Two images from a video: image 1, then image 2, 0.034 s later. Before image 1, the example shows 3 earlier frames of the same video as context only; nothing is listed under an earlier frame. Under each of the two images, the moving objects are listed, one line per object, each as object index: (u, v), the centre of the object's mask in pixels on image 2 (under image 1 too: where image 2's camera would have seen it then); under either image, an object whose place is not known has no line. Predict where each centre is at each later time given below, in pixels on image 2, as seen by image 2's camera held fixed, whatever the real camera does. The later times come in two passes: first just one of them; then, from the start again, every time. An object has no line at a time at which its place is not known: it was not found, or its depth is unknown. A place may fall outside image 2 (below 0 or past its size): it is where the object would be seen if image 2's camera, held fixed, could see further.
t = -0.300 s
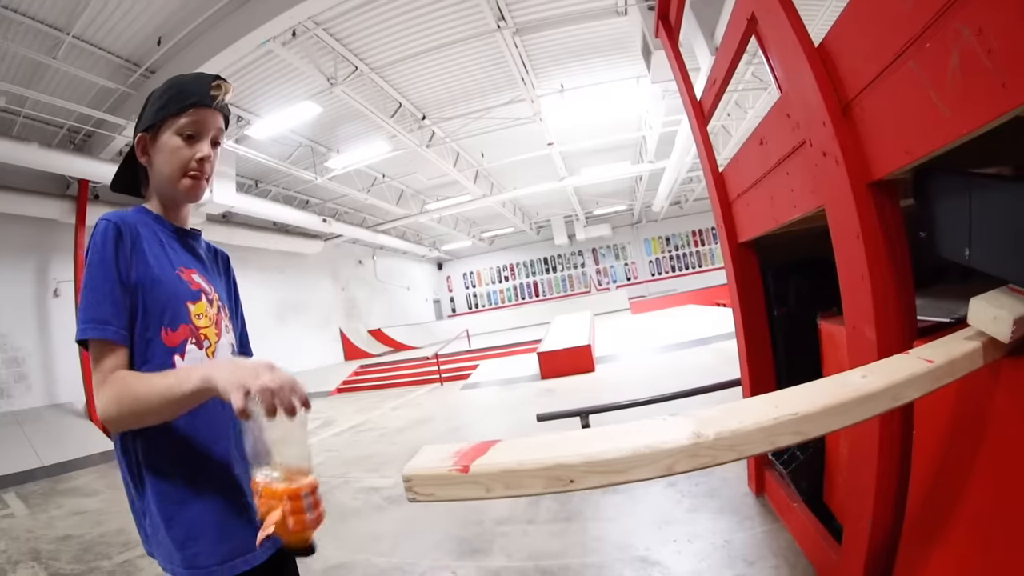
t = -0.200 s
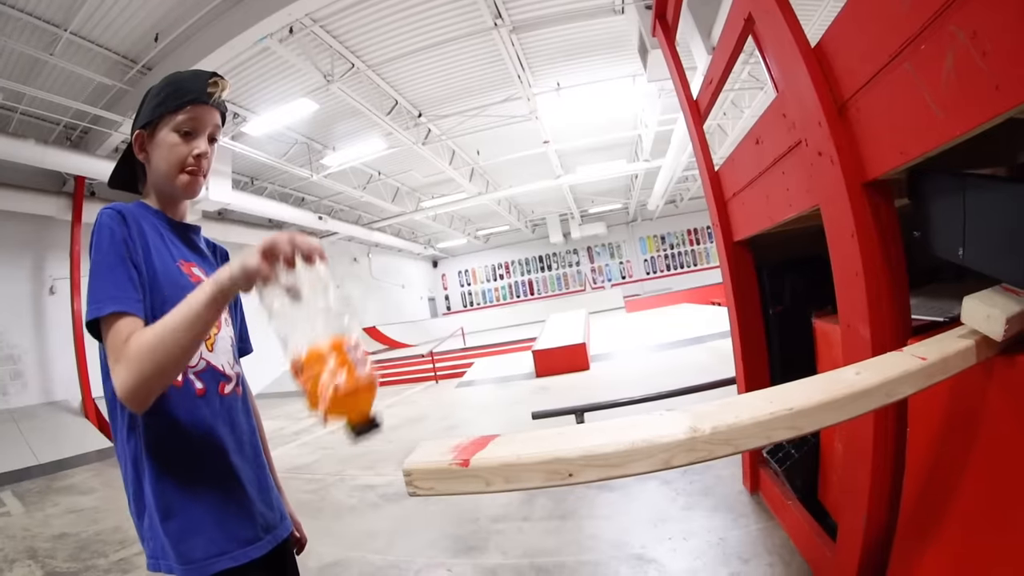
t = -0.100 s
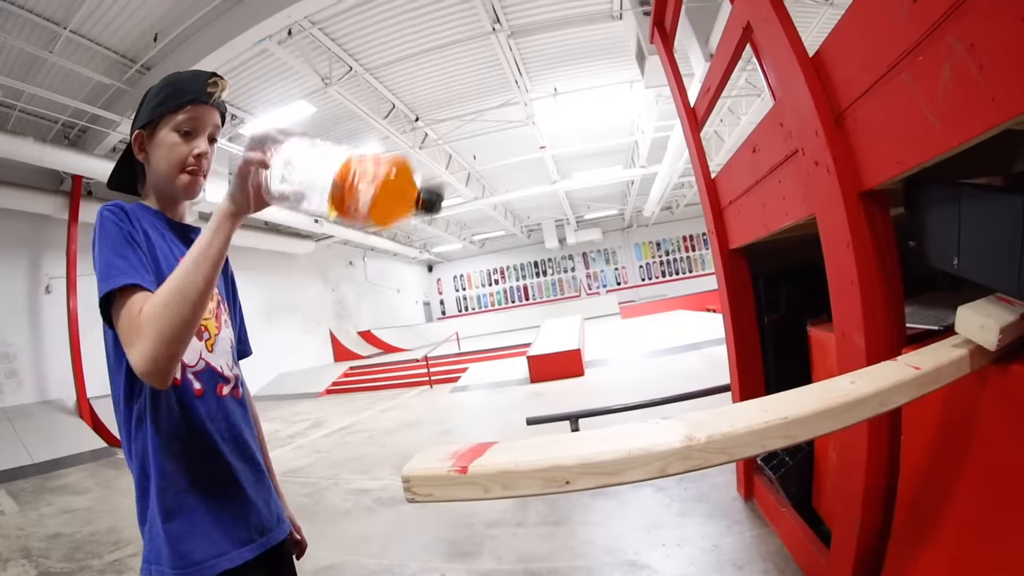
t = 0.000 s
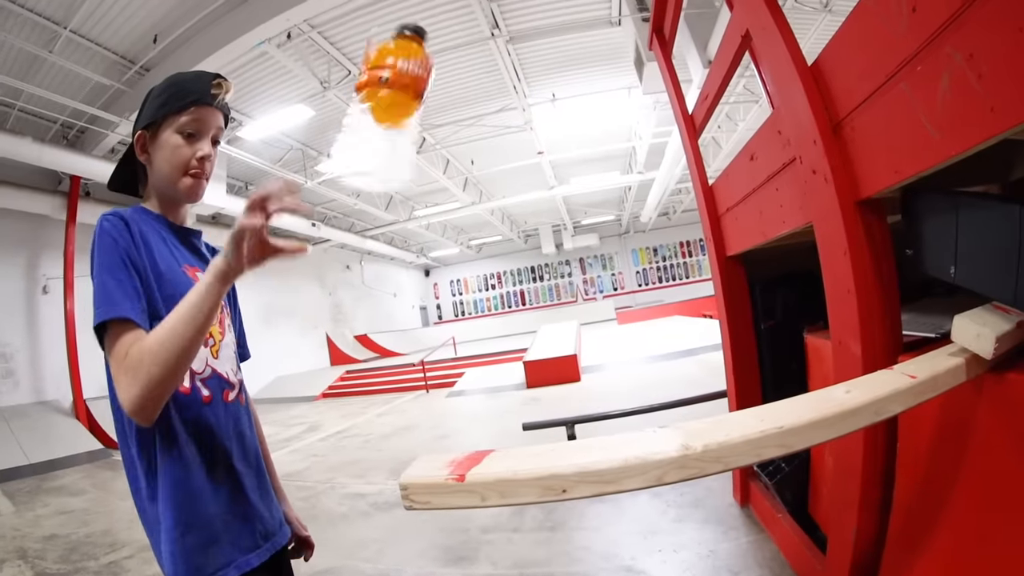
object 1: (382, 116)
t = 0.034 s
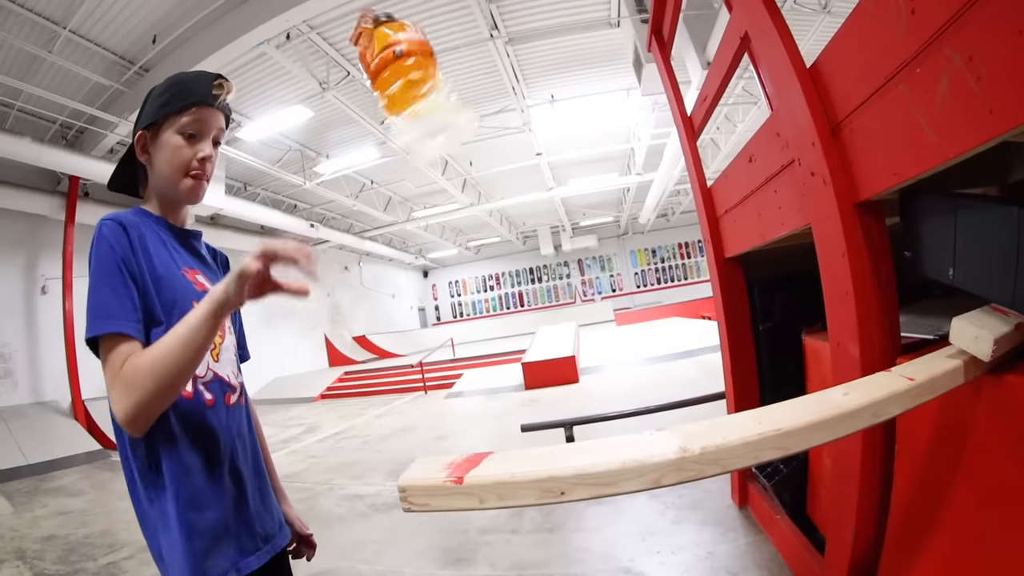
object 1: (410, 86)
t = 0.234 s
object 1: (466, 111)
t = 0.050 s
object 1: (419, 74)
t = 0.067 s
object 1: (428, 66)
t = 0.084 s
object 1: (432, 59)
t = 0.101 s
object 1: (436, 56)
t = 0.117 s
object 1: (438, 55)
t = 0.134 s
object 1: (440, 57)
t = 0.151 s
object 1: (444, 61)
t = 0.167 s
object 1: (448, 66)
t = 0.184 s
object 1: (452, 74)
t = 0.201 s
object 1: (457, 83)
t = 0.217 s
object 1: (461, 95)
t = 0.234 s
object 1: (466, 111)
